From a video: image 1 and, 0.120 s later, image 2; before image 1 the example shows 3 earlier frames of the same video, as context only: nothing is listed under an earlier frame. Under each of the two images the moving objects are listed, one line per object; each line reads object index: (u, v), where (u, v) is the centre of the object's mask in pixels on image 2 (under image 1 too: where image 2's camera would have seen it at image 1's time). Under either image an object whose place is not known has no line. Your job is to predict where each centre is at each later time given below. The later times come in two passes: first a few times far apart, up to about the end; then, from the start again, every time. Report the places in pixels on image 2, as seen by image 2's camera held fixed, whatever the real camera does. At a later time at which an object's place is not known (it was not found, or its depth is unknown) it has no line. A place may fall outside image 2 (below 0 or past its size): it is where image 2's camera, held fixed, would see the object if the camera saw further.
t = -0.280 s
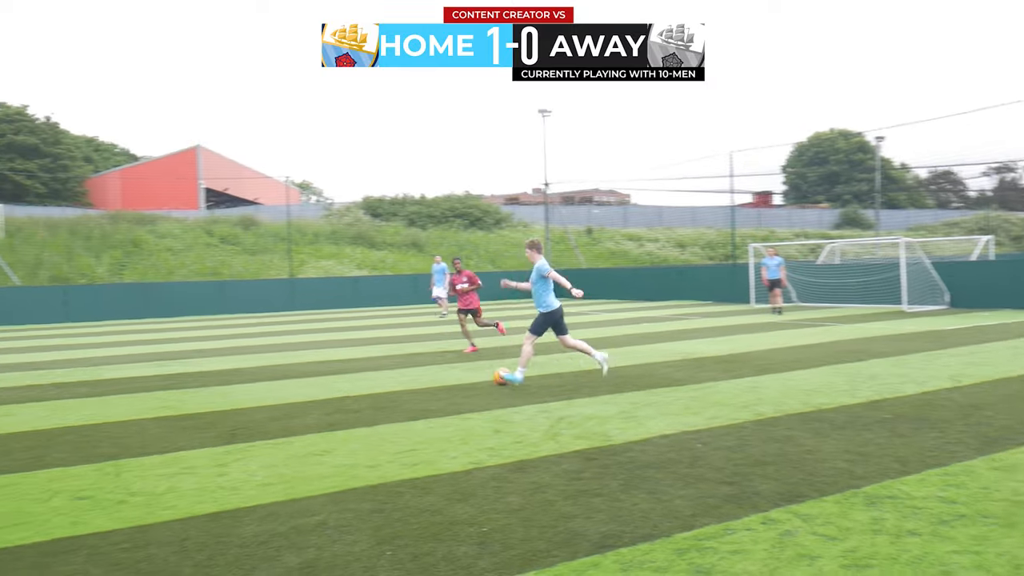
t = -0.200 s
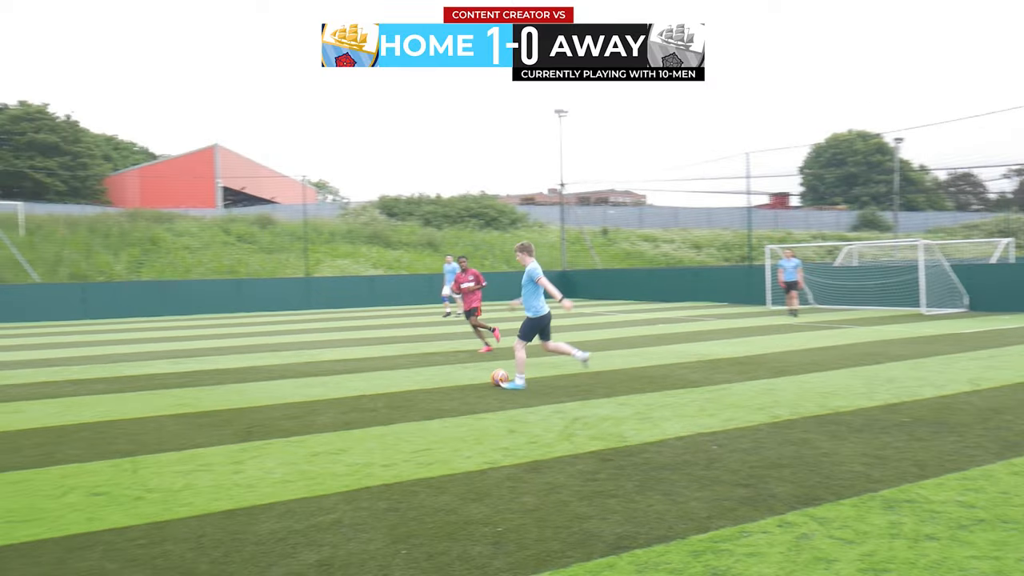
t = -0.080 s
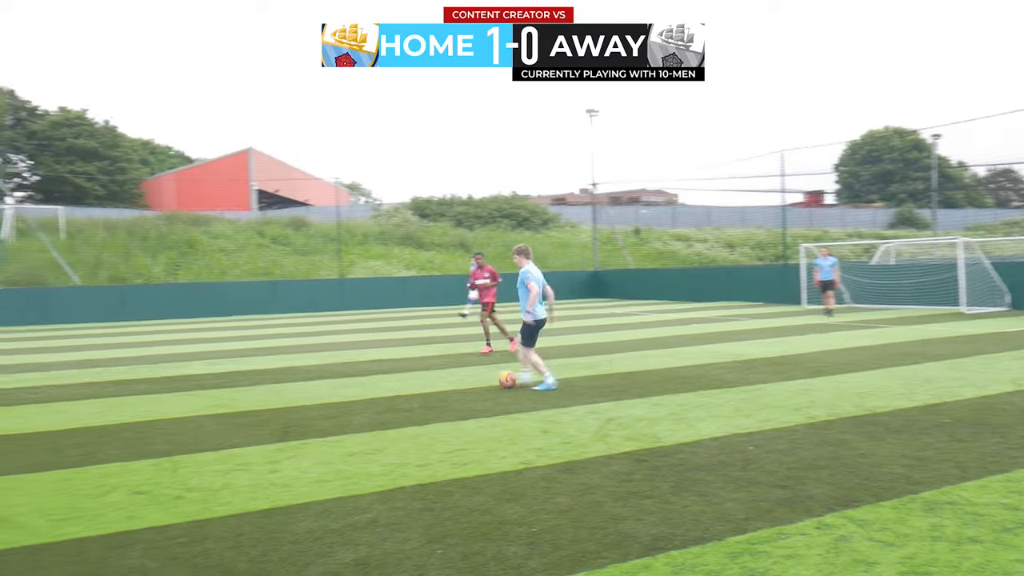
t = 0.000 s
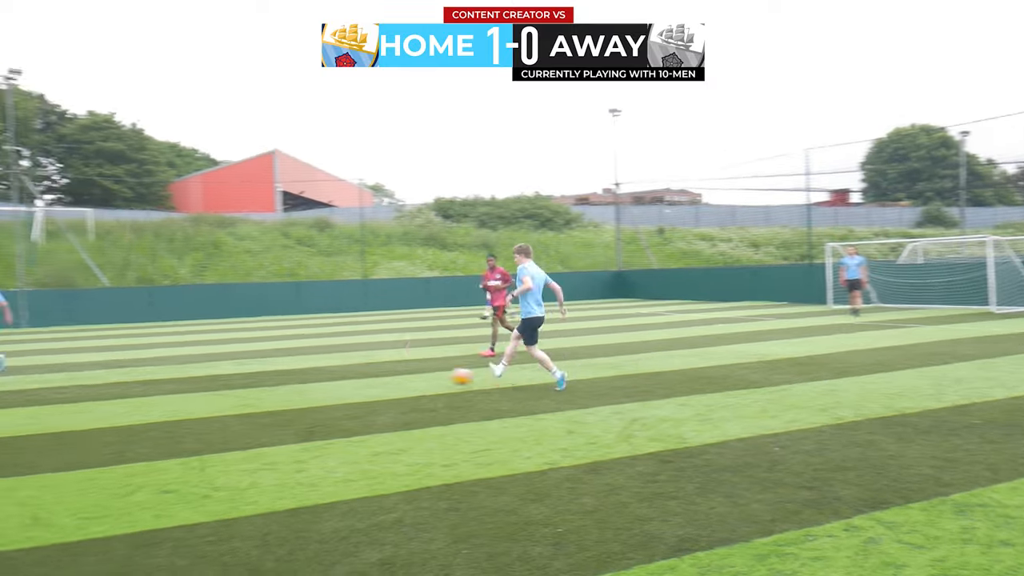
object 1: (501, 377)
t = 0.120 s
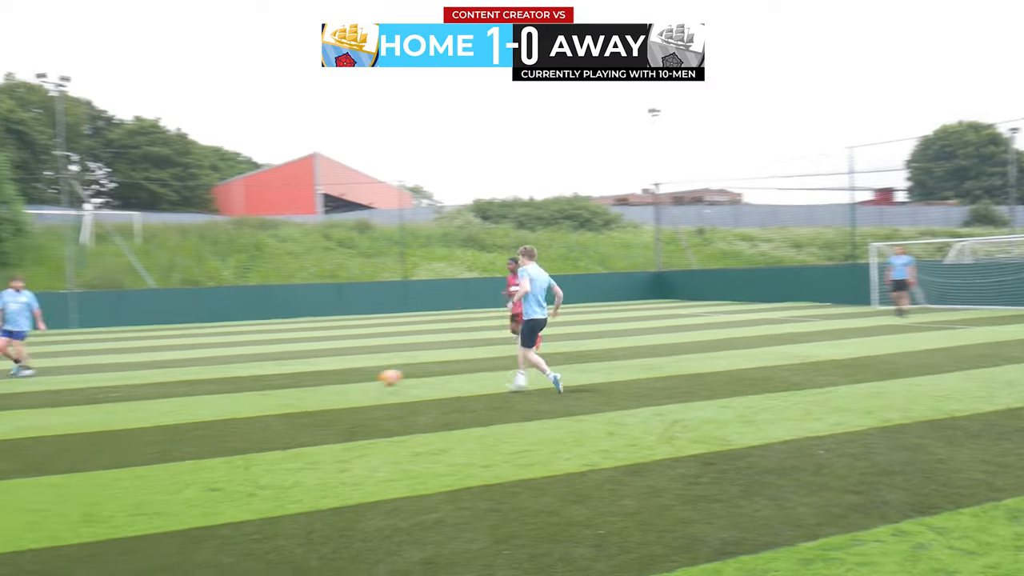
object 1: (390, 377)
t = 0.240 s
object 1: (290, 381)
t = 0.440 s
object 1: (152, 385)
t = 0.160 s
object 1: (355, 380)
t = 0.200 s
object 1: (320, 384)
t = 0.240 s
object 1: (290, 381)
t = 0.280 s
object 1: (261, 380)
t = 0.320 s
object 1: (233, 379)
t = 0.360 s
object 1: (205, 381)
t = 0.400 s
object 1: (178, 383)
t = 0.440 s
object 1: (152, 385)
